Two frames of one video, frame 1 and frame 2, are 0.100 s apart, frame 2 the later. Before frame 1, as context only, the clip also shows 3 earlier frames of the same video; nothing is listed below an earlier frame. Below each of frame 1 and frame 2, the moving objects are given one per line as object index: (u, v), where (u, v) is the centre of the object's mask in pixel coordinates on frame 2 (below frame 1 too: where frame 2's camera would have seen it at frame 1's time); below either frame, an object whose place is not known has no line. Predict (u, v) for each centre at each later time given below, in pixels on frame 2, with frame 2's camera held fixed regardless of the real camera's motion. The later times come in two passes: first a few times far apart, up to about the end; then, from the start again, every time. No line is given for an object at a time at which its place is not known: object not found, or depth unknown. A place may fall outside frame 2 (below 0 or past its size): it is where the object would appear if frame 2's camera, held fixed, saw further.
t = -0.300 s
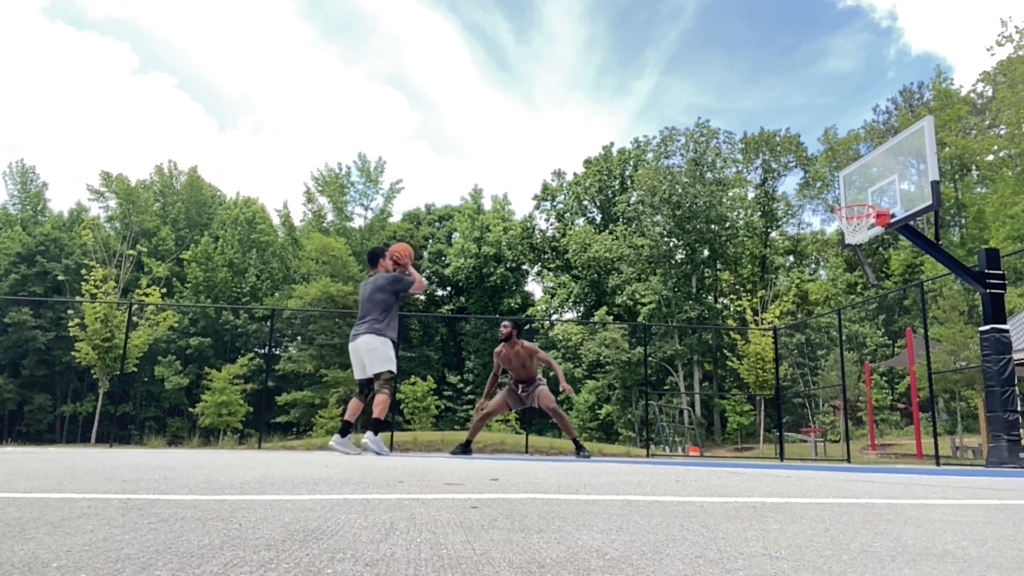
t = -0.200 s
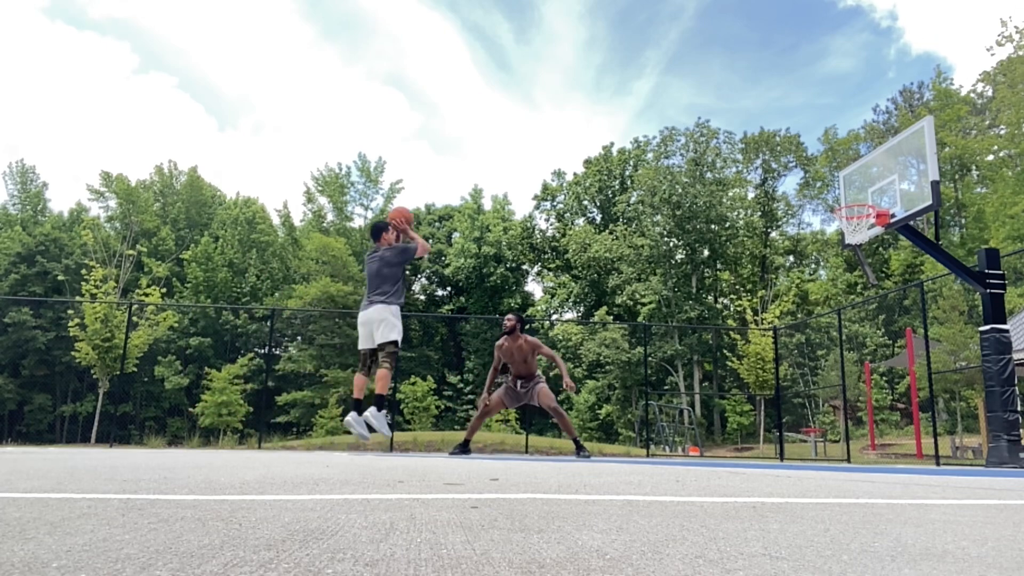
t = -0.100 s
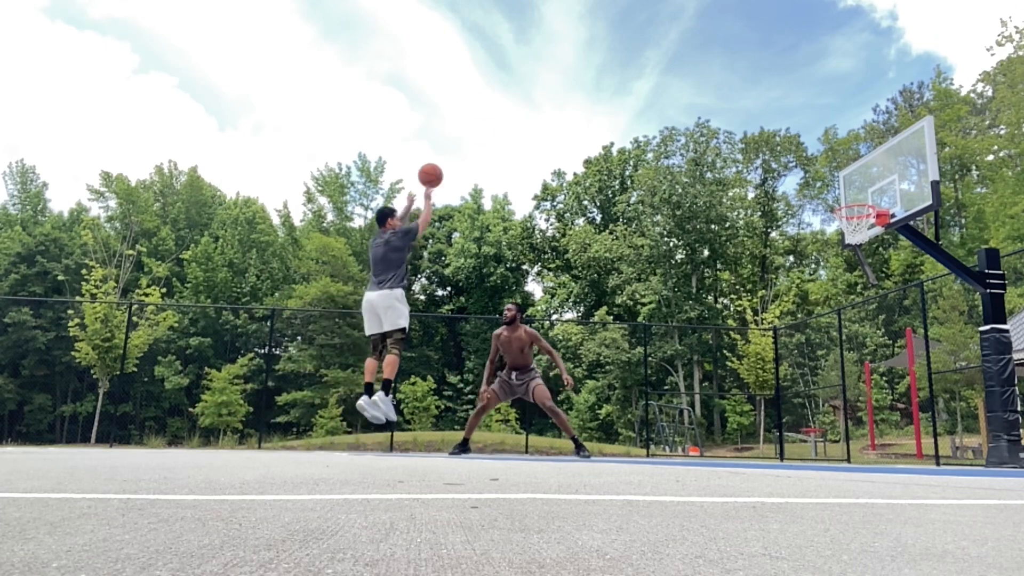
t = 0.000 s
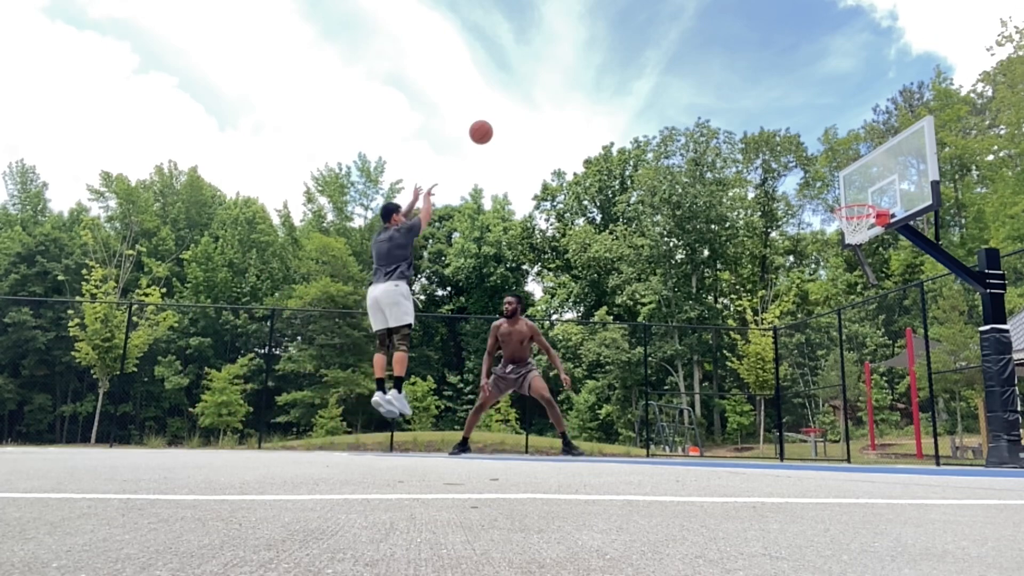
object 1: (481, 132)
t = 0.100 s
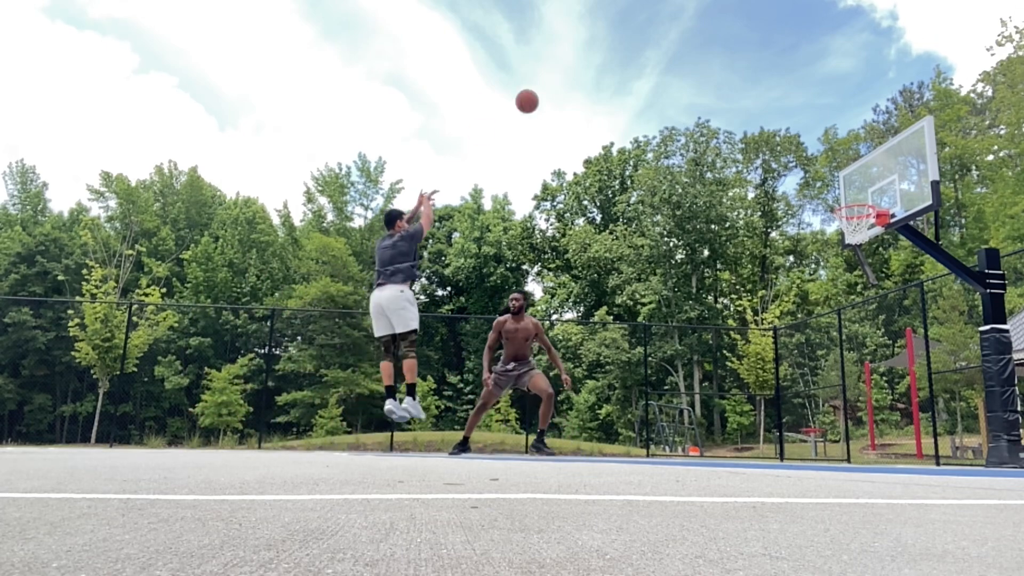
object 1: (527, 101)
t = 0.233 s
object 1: (583, 77)
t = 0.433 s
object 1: (658, 69)
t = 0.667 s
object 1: (736, 100)
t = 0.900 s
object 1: (810, 167)
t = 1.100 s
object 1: (862, 206)
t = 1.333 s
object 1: (869, 174)
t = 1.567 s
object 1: (860, 178)
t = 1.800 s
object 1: (854, 224)
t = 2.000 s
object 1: (851, 302)
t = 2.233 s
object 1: (852, 448)
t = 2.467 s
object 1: (853, 353)
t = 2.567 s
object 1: (856, 322)
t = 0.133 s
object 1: (541, 93)
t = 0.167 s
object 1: (555, 87)
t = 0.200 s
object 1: (569, 81)
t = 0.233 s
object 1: (583, 77)
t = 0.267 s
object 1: (596, 73)
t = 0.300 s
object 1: (608, 70)
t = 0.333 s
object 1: (621, 69)
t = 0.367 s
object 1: (634, 68)
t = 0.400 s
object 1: (646, 68)
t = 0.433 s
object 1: (658, 69)
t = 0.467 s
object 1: (669, 71)
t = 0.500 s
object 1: (681, 74)
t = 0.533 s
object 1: (692, 78)
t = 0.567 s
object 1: (703, 82)
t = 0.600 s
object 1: (714, 88)
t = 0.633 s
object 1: (725, 94)
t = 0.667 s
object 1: (736, 100)
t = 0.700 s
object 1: (747, 108)
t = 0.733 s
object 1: (758, 116)
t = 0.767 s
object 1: (768, 125)
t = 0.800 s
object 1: (778, 134)
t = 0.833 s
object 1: (789, 144)
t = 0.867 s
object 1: (799, 156)
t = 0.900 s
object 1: (810, 167)
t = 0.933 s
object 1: (820, 180)
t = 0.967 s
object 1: (830, 193)
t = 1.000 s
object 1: (838, 203)
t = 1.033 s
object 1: (846, 203)
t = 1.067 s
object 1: (853, 201)
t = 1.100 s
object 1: (862, 206)
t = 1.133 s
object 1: (864, 199)
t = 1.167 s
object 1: (868, 194)
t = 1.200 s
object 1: (872, 190)
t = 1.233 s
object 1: (873, 185)
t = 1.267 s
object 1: (872, 181)
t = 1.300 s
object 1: (870, 177)
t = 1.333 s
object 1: (869, 174)
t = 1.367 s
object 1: (867, 172)
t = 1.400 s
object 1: (866, 171)
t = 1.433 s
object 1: (865, 171)
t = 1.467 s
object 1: (864, 171)
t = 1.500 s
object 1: (863, 173)
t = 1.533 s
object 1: (861, 175)
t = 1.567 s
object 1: (860, 178)
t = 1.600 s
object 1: (859, 182)
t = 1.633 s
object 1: (858, 187)
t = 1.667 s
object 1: (857, 192)
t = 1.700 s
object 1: (856, 199)
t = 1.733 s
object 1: (855, 206)
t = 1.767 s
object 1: (854, 214)
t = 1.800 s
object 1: (854, 224)
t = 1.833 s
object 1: (853, 236)
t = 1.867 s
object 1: (853, 246)
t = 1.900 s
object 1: (852, 258)
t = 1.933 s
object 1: (852, 272)
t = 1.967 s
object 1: (851, 287)
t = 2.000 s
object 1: (851, 302)
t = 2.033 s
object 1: (851, 319)
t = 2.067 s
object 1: (850, 338)
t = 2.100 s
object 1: (851, 356)
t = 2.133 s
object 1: (851, 378)
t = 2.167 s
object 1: (851, 400)
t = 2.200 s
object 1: (852, 423)
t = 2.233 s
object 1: (852, 448)
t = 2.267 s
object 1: (852, 445)
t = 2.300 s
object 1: (852, 427)
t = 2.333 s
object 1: (852, 409)
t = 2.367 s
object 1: (852, 393)
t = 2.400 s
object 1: (852, 379)
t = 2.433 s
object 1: (852, 365)
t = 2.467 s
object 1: (853, 353)
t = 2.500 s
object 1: (854, 341)
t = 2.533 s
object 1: (855, 331)
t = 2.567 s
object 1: (856, 322)
